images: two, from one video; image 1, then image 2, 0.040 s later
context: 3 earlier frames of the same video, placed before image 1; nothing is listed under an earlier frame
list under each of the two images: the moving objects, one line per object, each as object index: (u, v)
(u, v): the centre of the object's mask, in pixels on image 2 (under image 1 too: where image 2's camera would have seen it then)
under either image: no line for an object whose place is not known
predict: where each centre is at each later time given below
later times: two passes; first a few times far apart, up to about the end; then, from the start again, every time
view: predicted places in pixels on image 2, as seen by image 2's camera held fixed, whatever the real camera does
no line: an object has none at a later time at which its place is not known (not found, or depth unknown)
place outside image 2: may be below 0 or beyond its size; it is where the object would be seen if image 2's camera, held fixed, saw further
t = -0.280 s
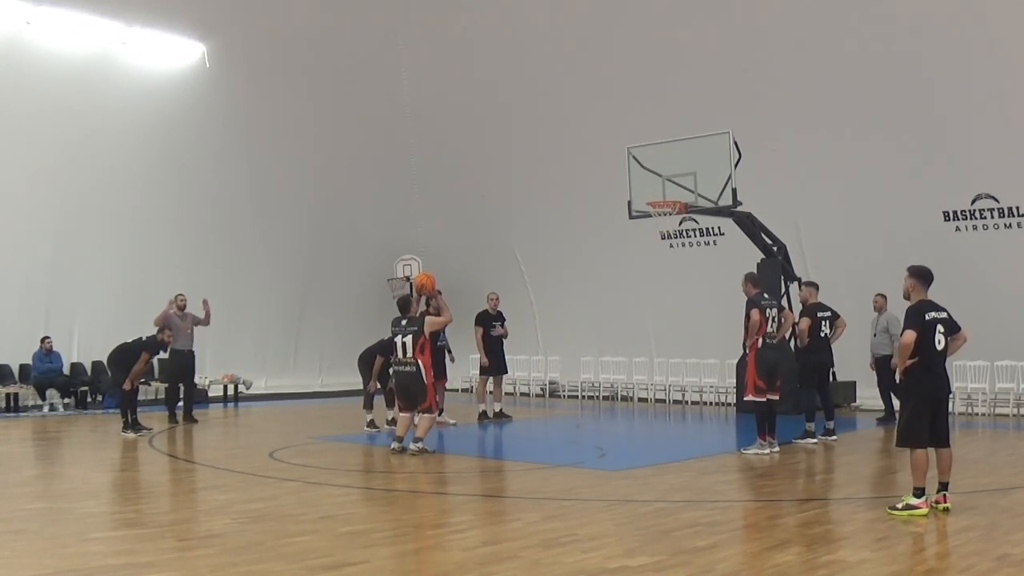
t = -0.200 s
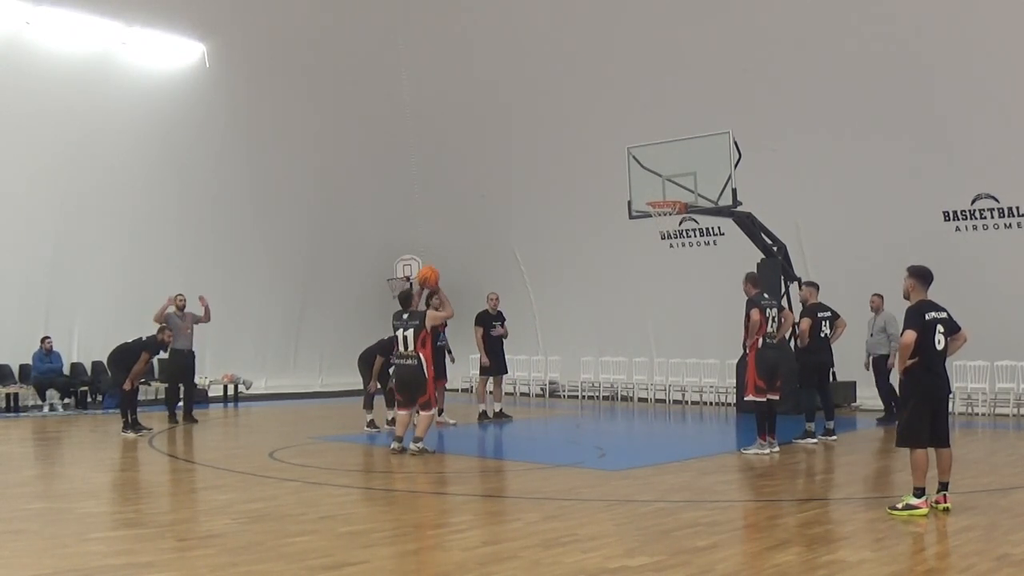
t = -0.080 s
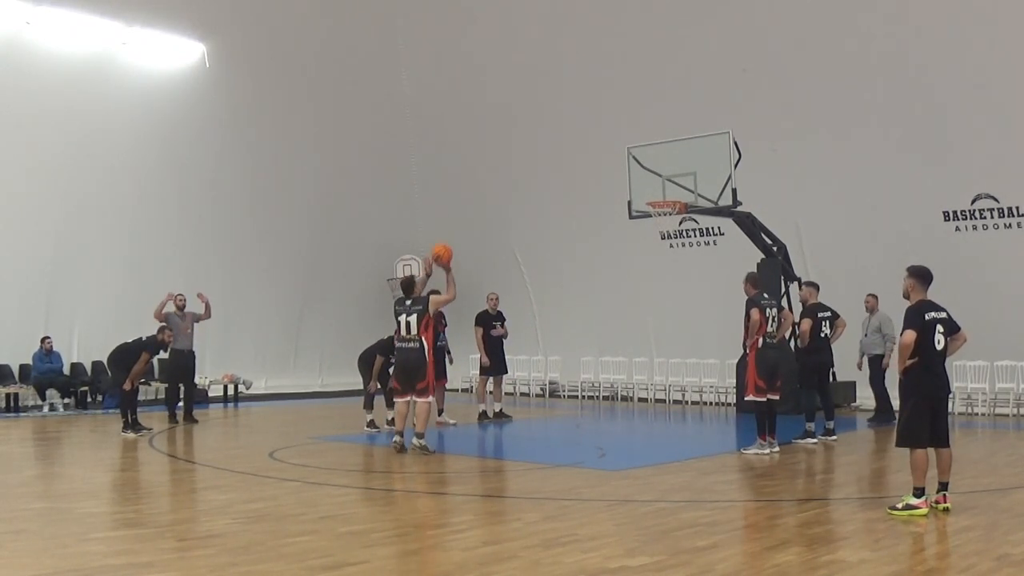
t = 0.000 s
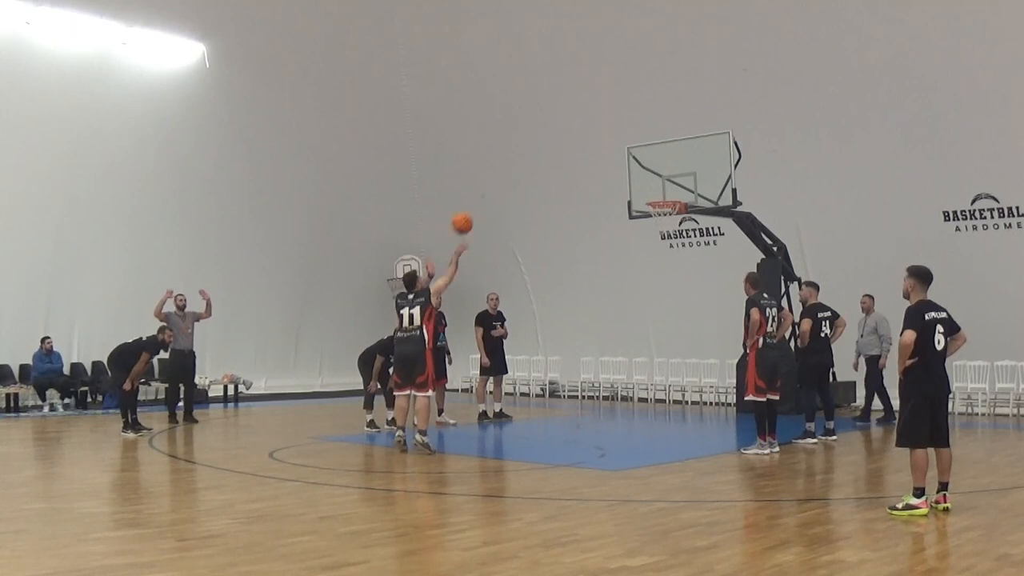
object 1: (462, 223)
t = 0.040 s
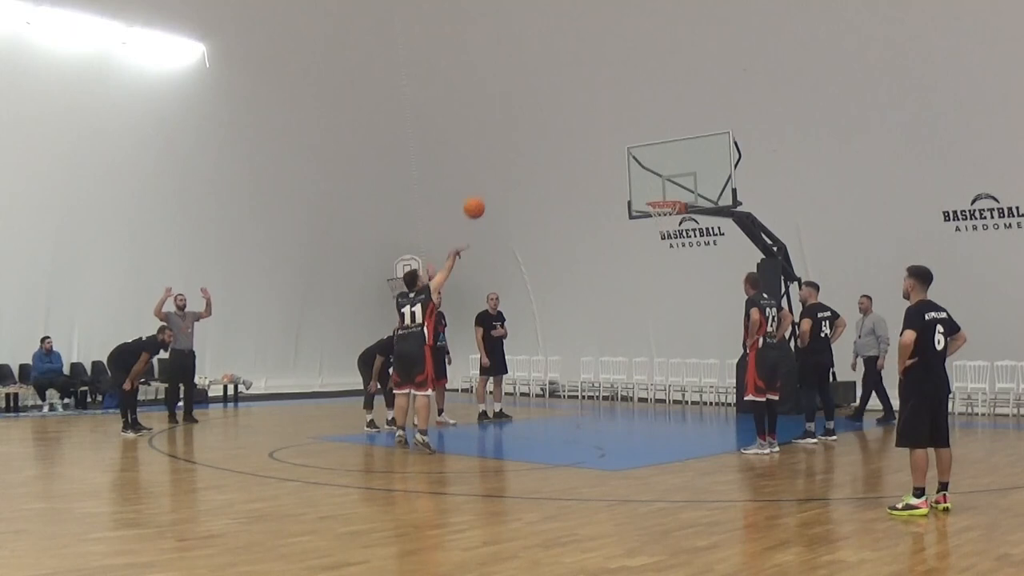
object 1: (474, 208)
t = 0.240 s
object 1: (530, 156)
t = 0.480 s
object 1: (590, 142)
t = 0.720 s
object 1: (643, 169)
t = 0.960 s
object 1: (661, 189)
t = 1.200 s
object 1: (663, 178)
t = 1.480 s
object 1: (667, 193)
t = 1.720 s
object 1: (667, 191)
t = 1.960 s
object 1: (658, 219)
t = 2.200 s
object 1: (661, 257)
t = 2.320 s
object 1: (662, 292)
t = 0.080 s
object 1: (486, 194)
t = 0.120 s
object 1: (498, 182)
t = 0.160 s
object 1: (509, 172)
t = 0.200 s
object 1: (520, 164)
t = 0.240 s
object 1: (530, 156)
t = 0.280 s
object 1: (541, 150)
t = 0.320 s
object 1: (551, 146)
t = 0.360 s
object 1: (561, 143)
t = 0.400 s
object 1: (572, 141)
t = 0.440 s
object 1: (581, 141)
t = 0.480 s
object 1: (590, 142)
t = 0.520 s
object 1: (599, 143)
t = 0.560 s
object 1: (608, 146)
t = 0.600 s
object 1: (617, 150)
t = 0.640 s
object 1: (625, 156)
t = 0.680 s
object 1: (634, 162)
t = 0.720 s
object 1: (643, 169)
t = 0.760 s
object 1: (651, 178)
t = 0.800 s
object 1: (659, 187)
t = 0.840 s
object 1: (667, 196)
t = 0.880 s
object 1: (662, 197)
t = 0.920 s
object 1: (659, 195)
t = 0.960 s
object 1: (661, 189)
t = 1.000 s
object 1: (664, 183)
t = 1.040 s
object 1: (668, 178)
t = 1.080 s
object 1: (671, 174)
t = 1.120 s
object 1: (669, 174)
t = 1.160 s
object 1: (666, 176)
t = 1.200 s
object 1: (663, 178)
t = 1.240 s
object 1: (660, 182)
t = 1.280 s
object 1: (657, 187)
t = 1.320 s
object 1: (654, 193)
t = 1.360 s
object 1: (654, 195)
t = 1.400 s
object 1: (659, 193)
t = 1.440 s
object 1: (663, 192)
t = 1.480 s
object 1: (667, 193)
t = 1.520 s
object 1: (672, 193)
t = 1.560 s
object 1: (674, 193)
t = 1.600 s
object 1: (672, 192)
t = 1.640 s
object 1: (670, 191)
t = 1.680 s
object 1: (669, 191)
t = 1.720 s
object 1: (667, 191)
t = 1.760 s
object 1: (665, 193)
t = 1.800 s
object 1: (663, 195)
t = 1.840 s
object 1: (661, 200)
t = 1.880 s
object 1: (659, 206)
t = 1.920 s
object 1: (659, 211)
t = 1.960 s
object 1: (658, 219)
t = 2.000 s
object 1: (658, 223)
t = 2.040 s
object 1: (658, 227)
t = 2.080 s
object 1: (659, 233)
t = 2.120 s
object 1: (659, 240)
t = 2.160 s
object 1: (660, 248)
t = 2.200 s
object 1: (661, 257)
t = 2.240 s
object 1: (661, 268)
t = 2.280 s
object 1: (662, 279)
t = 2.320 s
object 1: (662, 292)
